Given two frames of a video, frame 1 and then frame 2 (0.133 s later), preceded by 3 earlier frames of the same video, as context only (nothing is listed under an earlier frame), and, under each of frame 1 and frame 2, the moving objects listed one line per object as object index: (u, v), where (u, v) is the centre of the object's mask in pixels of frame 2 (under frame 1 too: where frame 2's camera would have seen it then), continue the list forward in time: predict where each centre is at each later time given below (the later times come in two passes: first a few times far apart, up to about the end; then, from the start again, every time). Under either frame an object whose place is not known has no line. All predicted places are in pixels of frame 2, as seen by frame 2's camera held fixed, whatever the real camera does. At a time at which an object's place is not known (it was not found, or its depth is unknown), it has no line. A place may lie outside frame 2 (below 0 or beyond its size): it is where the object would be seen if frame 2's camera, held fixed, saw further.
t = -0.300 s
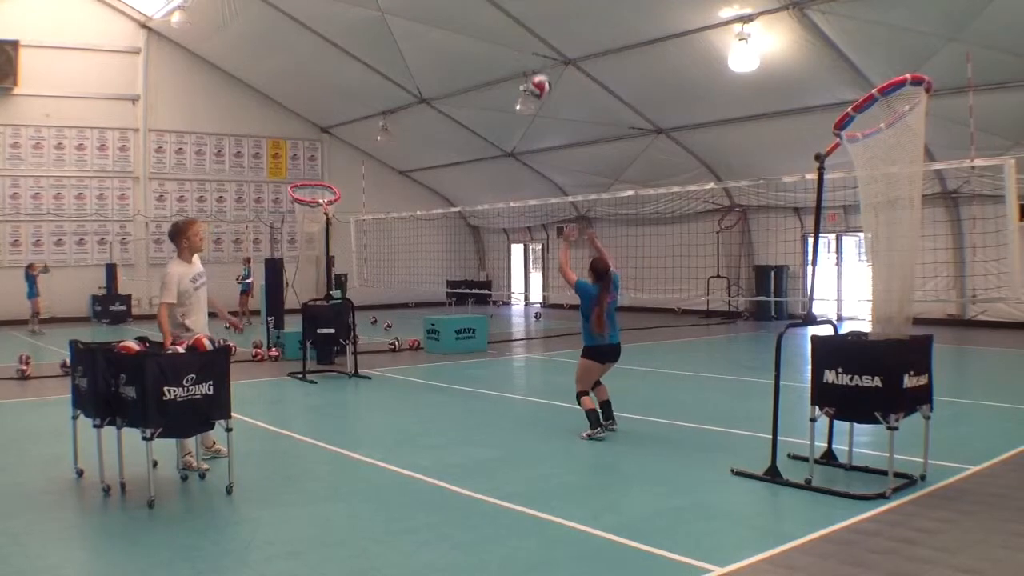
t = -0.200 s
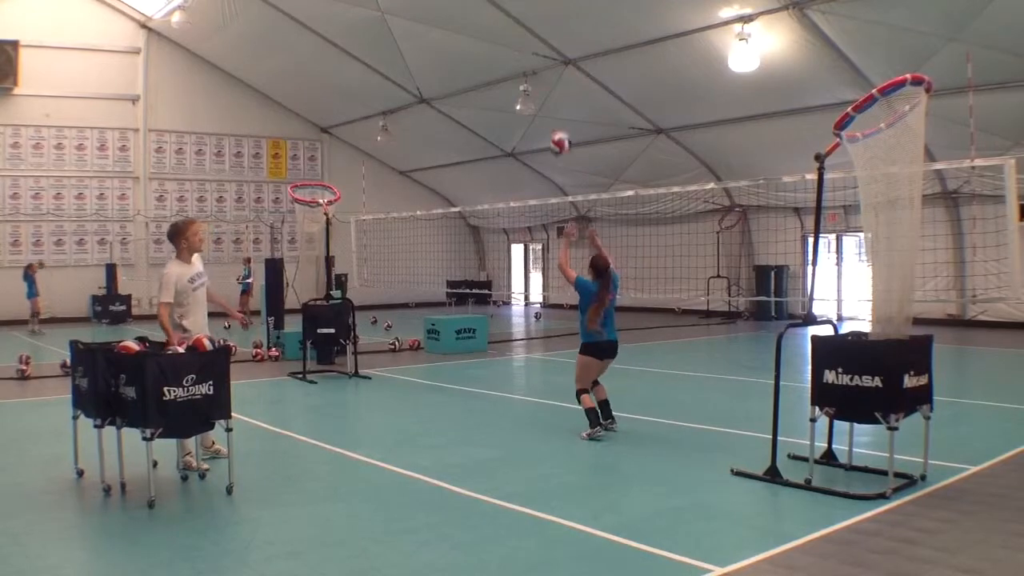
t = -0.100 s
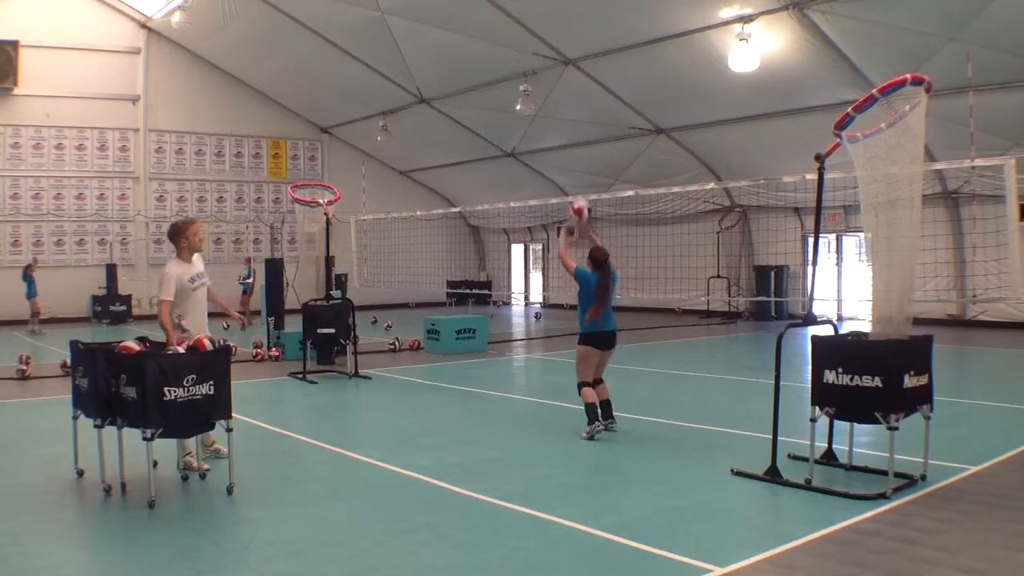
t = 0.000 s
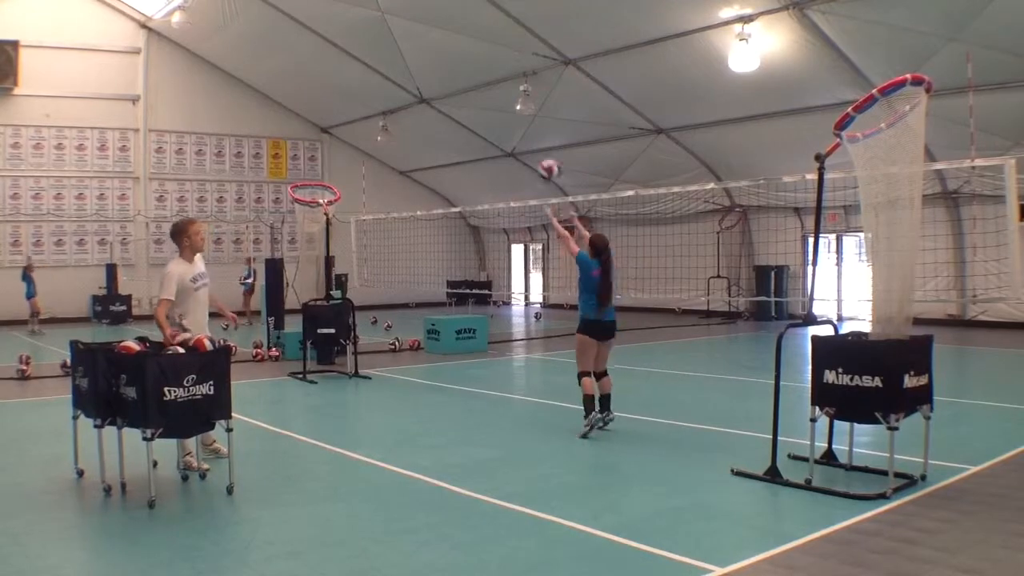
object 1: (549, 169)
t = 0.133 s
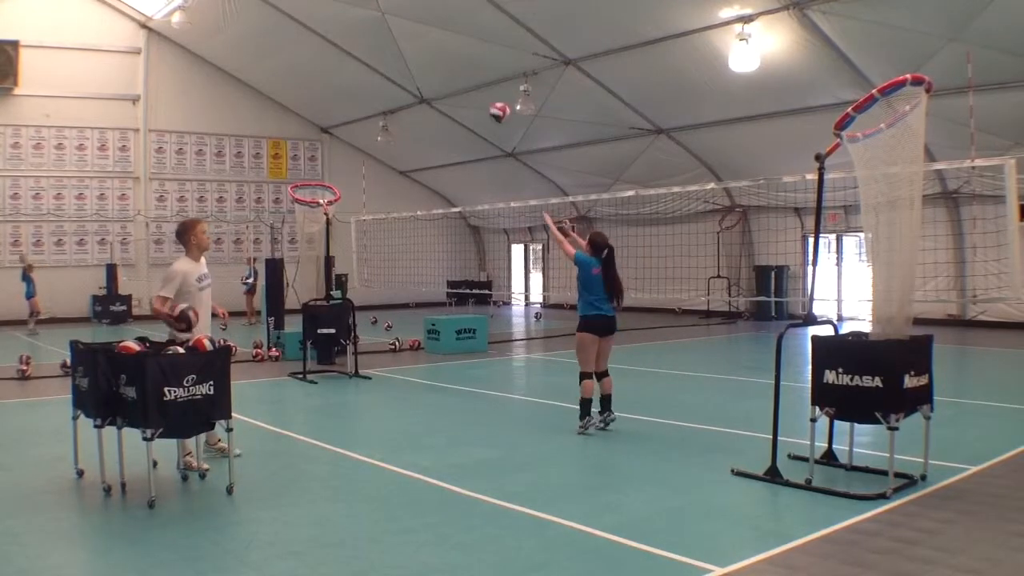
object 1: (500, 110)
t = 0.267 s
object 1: (457, 77)
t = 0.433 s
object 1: (412, 63)
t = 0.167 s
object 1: (489, 99)
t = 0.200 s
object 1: (478, 90)
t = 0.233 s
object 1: (468, 83)
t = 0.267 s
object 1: (457, 77)
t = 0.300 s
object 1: (446, 71)
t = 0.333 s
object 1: (437, 68)
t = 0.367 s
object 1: (428, 65)
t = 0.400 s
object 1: (419, 63)
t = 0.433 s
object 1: (412, 63)
